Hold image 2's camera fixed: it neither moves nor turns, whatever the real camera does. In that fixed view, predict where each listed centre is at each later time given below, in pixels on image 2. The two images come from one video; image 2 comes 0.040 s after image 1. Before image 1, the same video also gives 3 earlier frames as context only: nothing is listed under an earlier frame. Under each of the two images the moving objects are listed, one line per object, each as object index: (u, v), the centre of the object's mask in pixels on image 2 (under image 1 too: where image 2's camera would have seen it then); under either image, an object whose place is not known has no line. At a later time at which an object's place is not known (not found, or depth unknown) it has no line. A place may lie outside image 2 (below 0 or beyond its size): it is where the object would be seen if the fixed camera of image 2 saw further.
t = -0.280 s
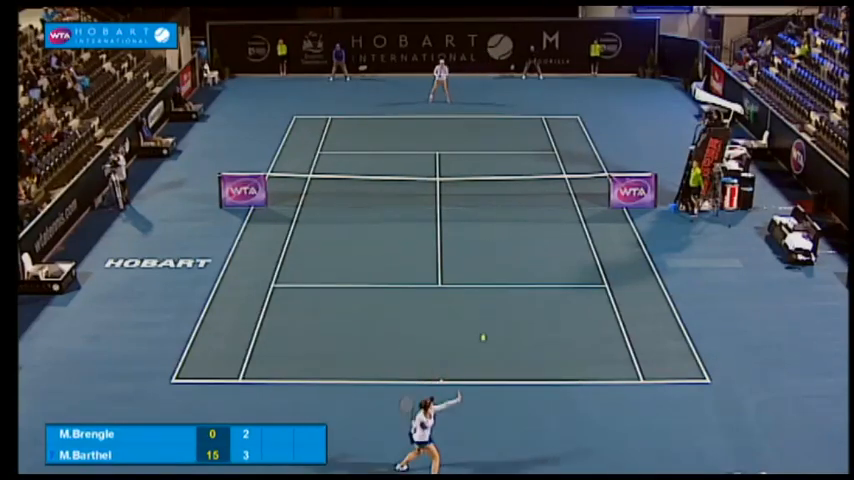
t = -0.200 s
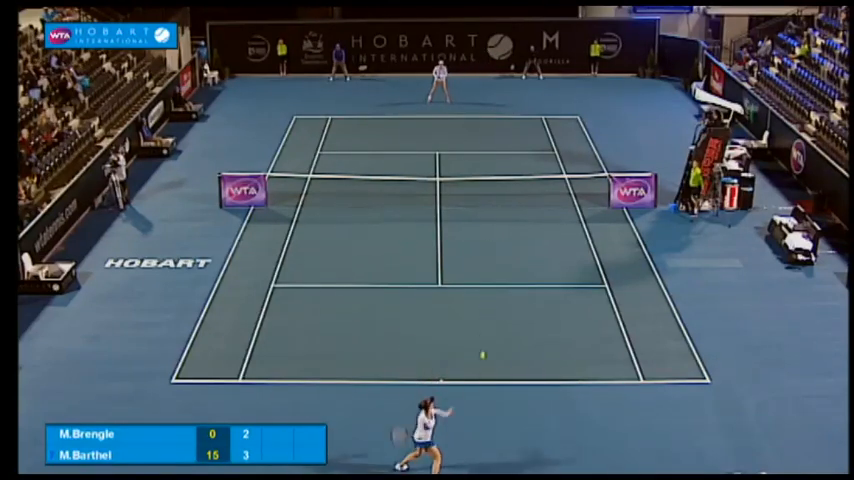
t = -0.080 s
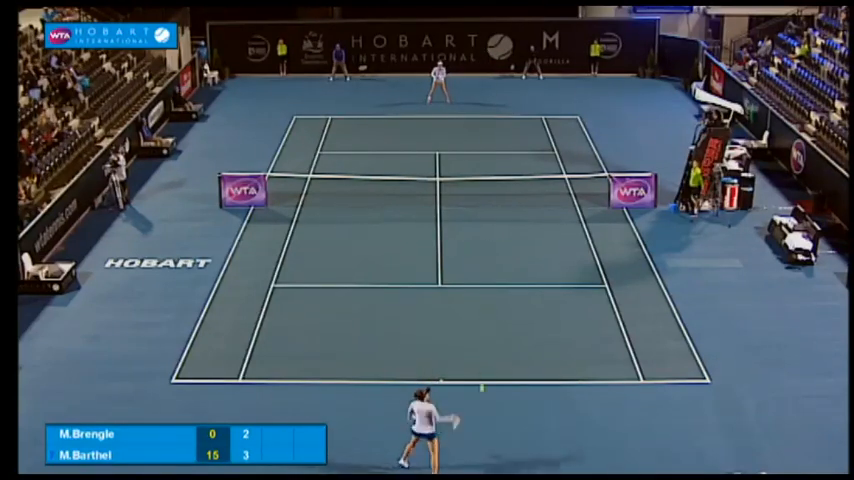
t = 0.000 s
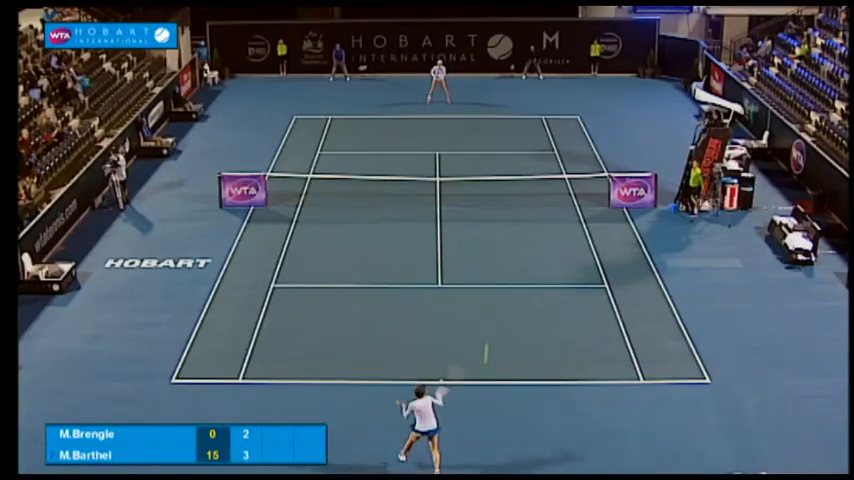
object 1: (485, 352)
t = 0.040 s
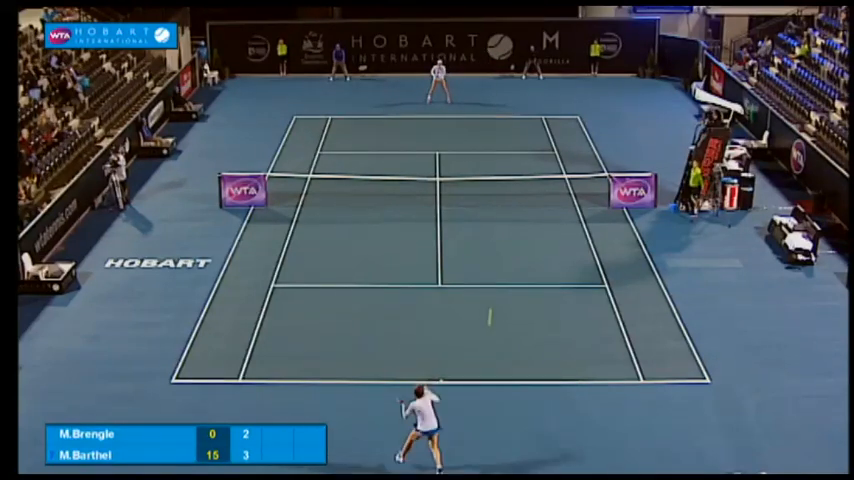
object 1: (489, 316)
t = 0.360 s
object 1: (511, 169)
